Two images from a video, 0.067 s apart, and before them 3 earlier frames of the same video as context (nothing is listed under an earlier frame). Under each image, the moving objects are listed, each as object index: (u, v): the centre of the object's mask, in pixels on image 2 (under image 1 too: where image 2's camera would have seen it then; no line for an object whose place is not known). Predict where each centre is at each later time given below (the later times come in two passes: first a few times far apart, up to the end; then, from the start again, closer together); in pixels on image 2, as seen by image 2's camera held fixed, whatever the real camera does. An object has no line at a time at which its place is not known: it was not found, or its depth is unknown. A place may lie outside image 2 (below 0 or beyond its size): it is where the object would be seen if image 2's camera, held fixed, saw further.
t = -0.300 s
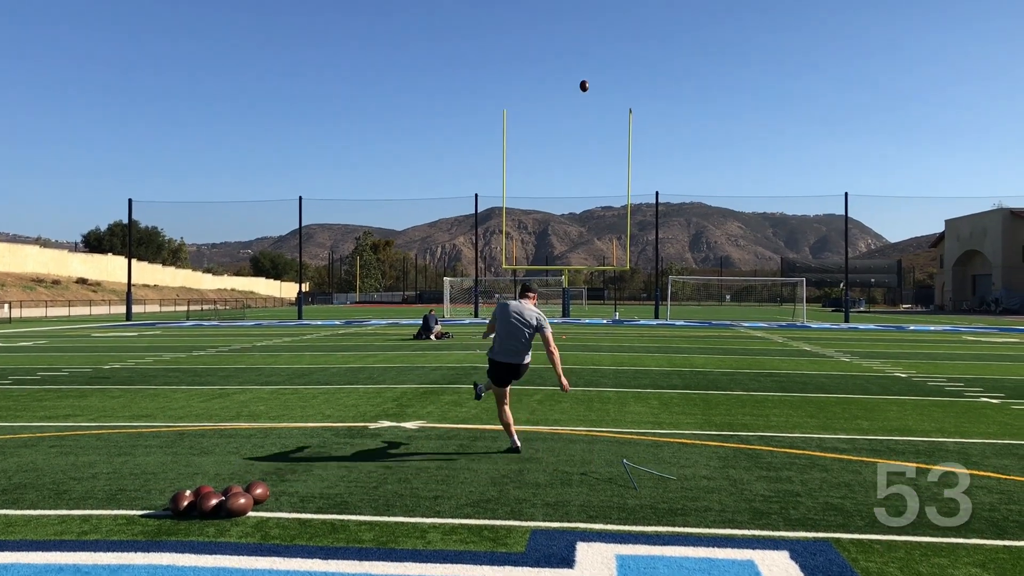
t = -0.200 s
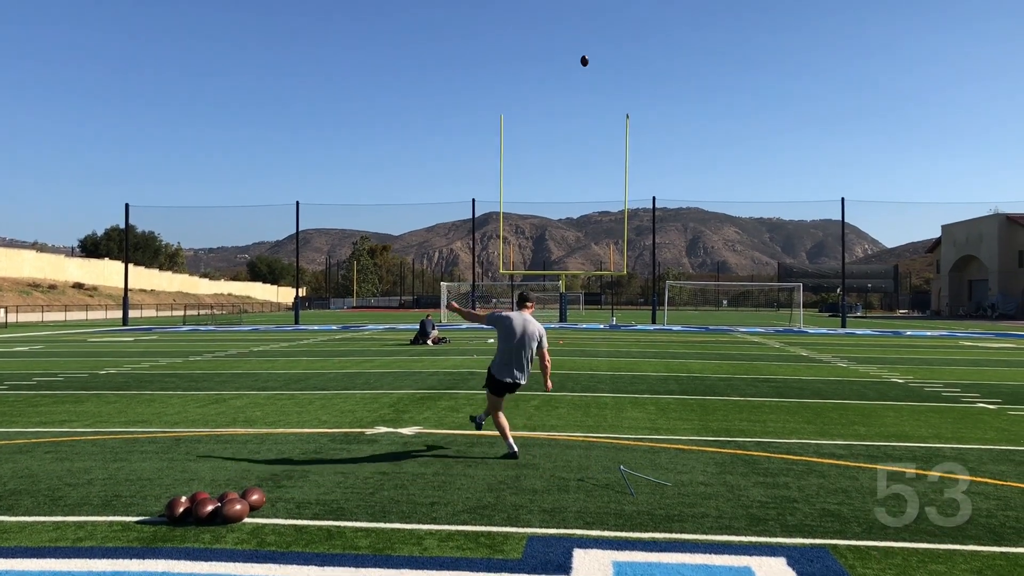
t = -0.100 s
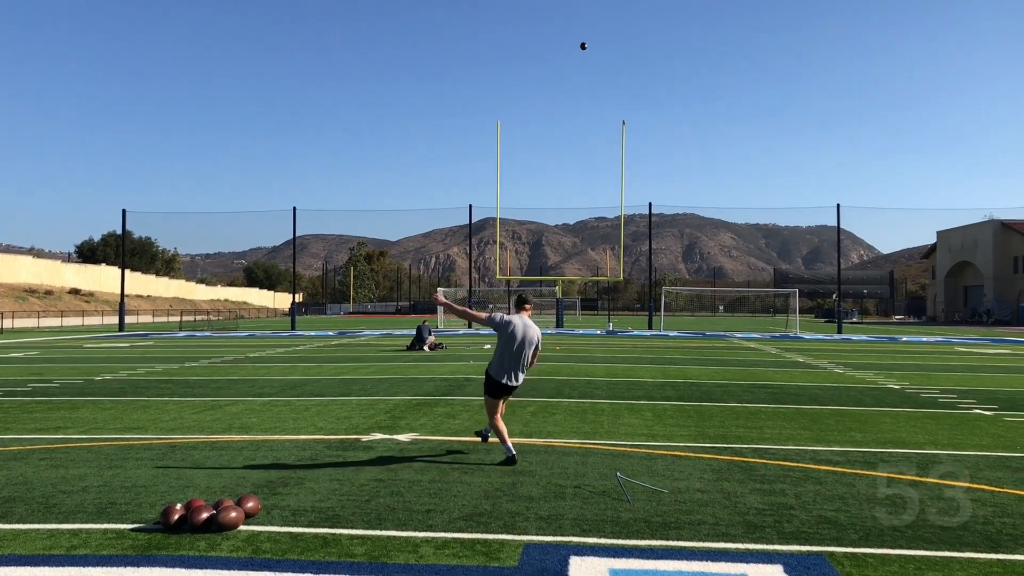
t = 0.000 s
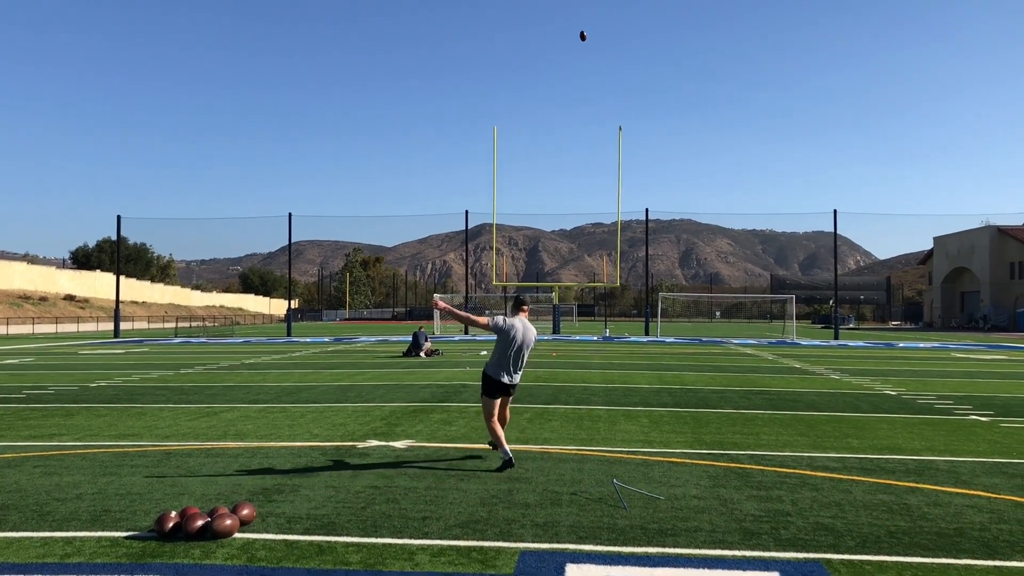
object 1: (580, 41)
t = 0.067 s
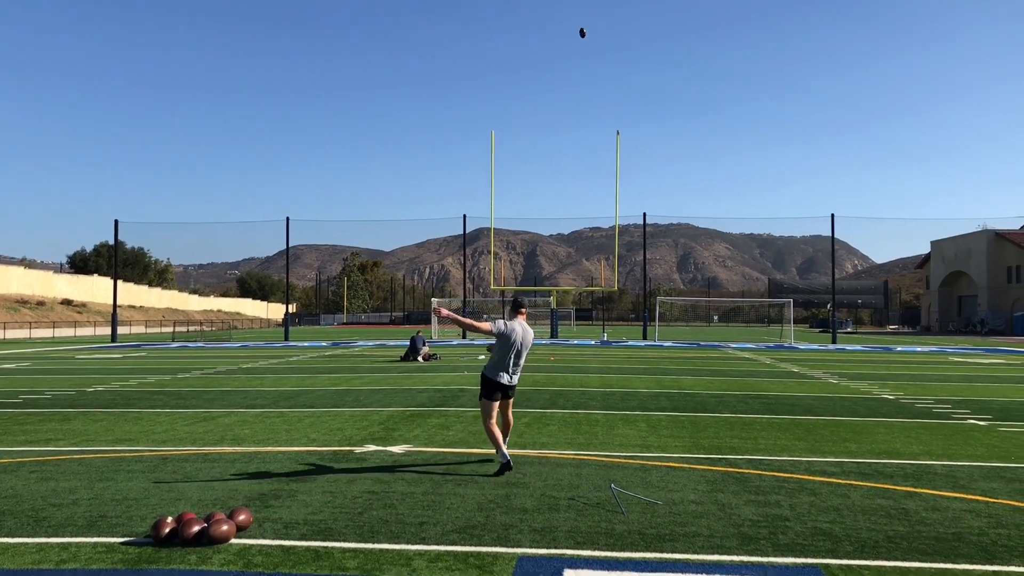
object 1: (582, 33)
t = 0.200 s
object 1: (586, 22)
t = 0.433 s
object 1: (590, 16)
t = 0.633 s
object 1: (592, 19)
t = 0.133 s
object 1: (584, 26)
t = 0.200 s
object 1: (586, 22)
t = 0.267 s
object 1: (587, 19)
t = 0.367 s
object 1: (589, 16)
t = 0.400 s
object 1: (589, 16)
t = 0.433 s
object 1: (590, 16)
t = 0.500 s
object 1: (591, 16)
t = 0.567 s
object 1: (591, 17)
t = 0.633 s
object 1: (592, 19)
